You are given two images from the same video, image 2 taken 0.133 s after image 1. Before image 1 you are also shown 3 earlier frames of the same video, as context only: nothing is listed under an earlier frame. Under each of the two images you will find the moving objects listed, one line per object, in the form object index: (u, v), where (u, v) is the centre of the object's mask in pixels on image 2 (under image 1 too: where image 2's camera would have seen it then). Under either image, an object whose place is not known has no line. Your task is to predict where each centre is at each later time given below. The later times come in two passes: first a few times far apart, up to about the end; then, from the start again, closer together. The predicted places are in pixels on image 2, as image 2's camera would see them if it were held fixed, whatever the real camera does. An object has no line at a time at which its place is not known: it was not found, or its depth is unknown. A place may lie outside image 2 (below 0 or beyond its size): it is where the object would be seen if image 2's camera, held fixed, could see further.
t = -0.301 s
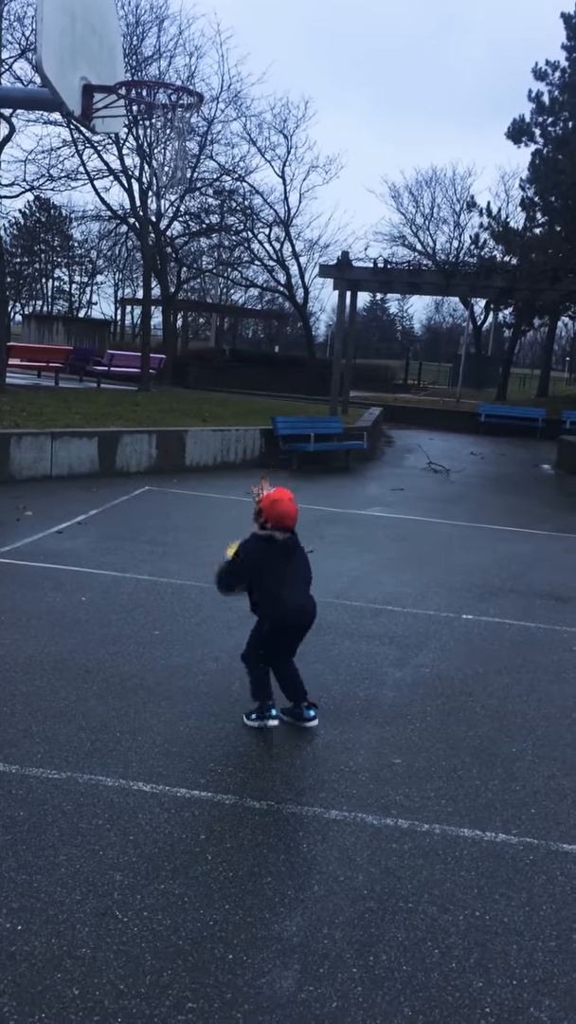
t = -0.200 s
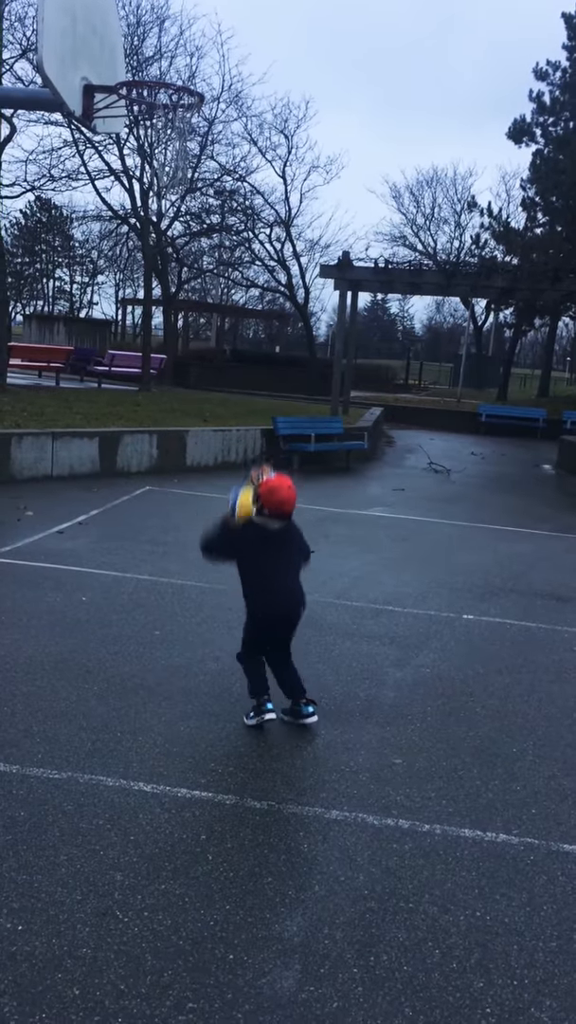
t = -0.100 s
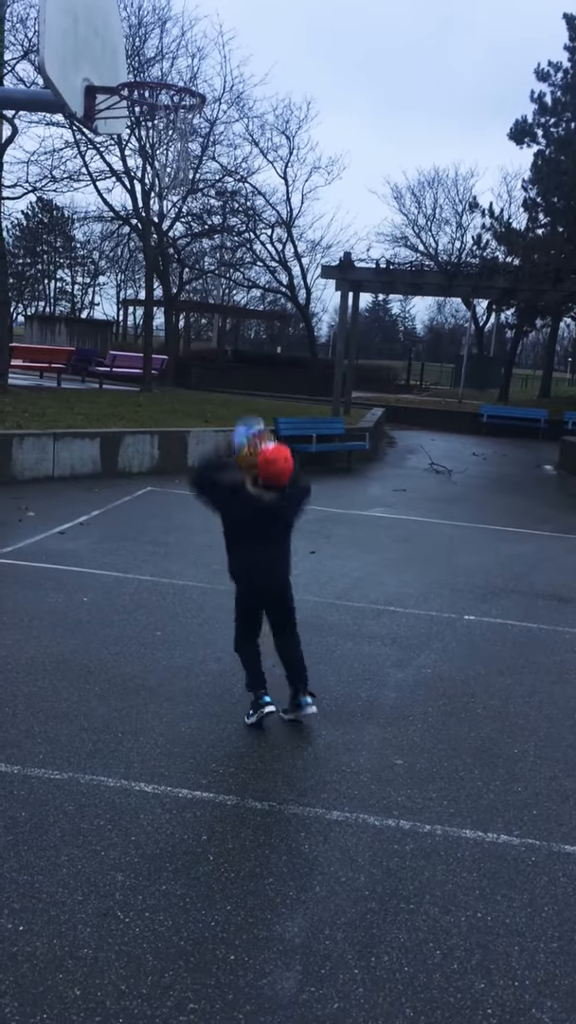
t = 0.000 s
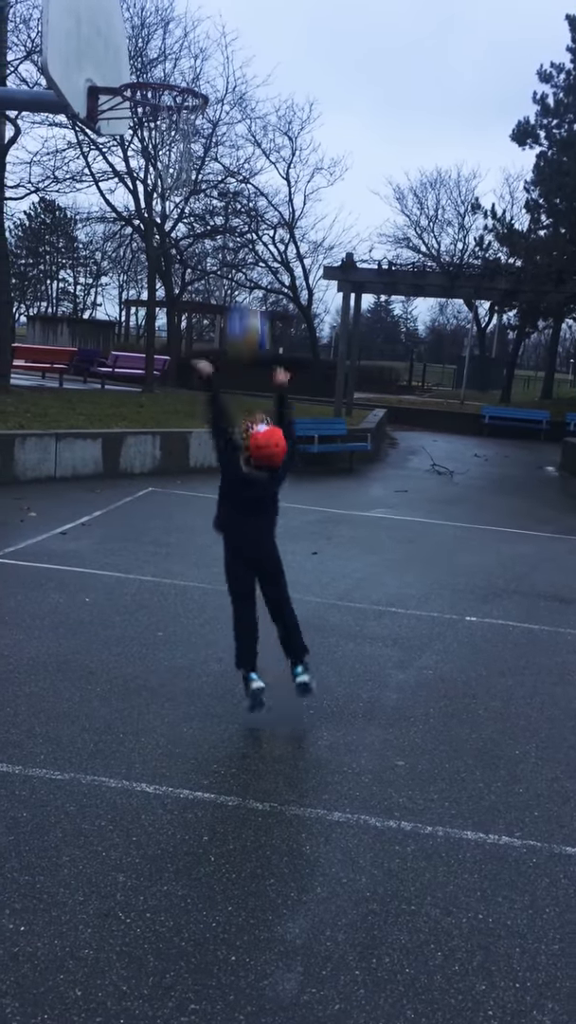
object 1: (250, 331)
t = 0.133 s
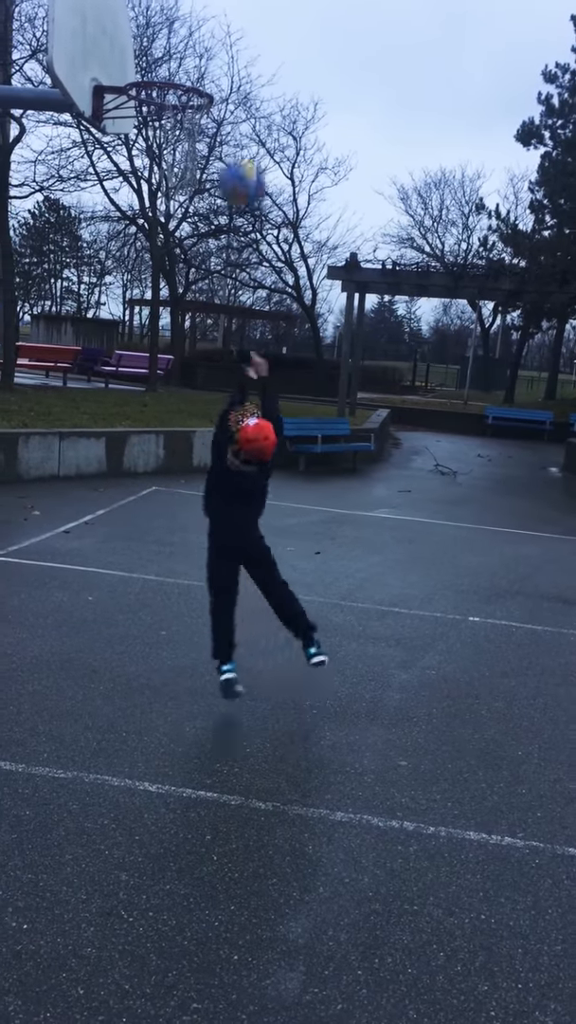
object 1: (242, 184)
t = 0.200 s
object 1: (237, 123)
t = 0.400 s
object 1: (219, 16)
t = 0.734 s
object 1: (181, 14)
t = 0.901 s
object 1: (164, 70)
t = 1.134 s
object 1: (178, 163)
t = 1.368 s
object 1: (182, 285)
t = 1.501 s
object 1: (184, 400)
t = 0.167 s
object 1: (241, 153)
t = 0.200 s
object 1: (237, 123)
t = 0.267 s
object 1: (232, 74)
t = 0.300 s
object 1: (228, 52)
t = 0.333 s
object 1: (225, 34)
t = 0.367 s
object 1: (222, 22)
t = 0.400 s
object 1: (219, 16)
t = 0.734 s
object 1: (181, 14)
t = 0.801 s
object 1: (170, 28)
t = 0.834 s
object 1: (167, 45)
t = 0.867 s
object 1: (163, 65)
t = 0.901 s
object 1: (164, 70)
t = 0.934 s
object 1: (162, 90)
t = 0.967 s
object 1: (162, 103)
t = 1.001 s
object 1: (164, 113)
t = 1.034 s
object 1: (167, 121)
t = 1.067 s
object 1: (169, 133)
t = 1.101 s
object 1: (175, 148)
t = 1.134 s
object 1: (178, 163)
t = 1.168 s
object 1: (179, 175)
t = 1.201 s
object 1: (179, 189)
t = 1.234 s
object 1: (180, 201)
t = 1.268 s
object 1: (180, 222)
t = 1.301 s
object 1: (182, 240)
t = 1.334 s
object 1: (183, 260)
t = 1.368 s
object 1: (182, 285)
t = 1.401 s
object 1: (185, 311)
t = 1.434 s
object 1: (187, 341)
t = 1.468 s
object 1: (185, 371)
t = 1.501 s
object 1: (184, 400)
